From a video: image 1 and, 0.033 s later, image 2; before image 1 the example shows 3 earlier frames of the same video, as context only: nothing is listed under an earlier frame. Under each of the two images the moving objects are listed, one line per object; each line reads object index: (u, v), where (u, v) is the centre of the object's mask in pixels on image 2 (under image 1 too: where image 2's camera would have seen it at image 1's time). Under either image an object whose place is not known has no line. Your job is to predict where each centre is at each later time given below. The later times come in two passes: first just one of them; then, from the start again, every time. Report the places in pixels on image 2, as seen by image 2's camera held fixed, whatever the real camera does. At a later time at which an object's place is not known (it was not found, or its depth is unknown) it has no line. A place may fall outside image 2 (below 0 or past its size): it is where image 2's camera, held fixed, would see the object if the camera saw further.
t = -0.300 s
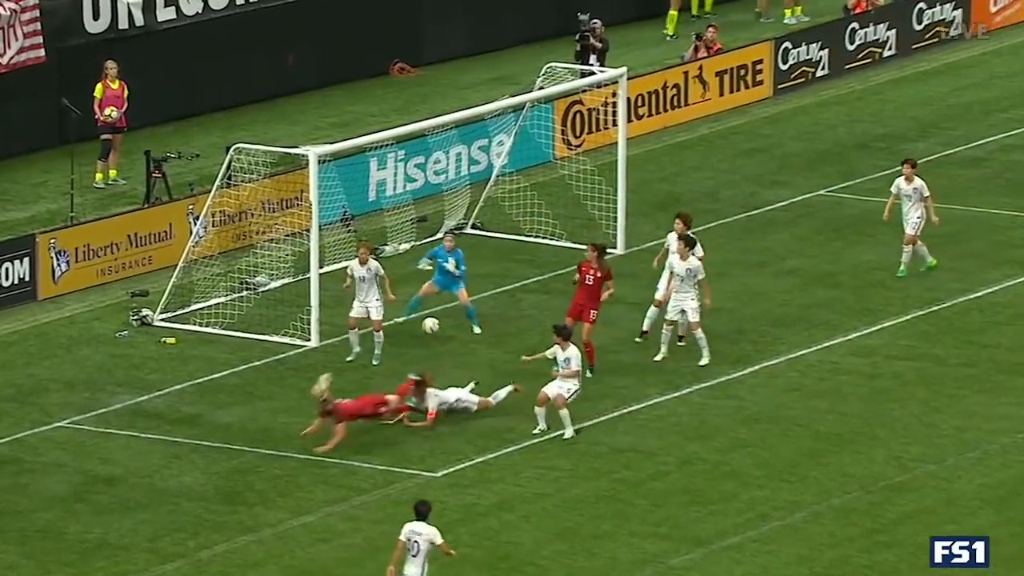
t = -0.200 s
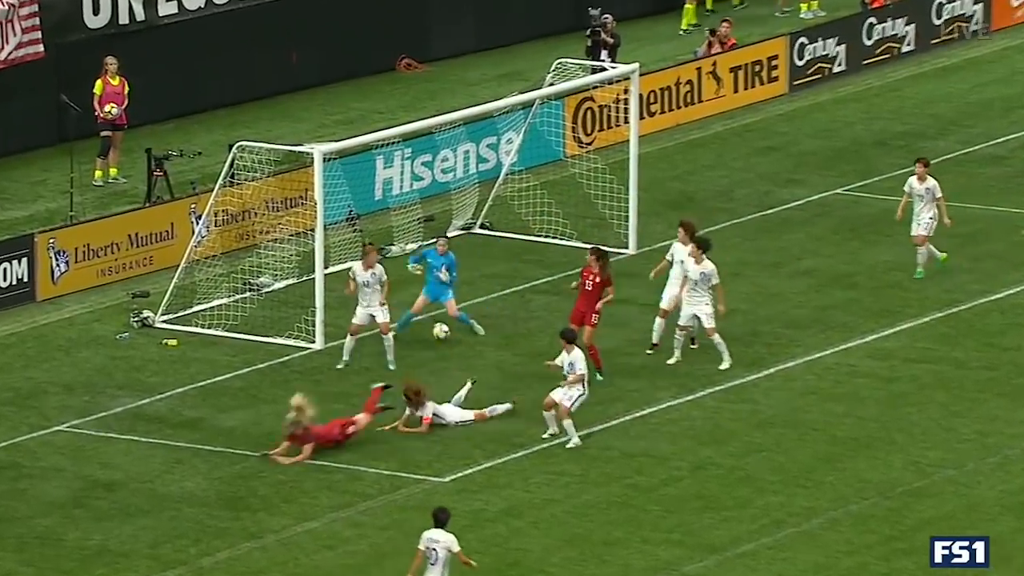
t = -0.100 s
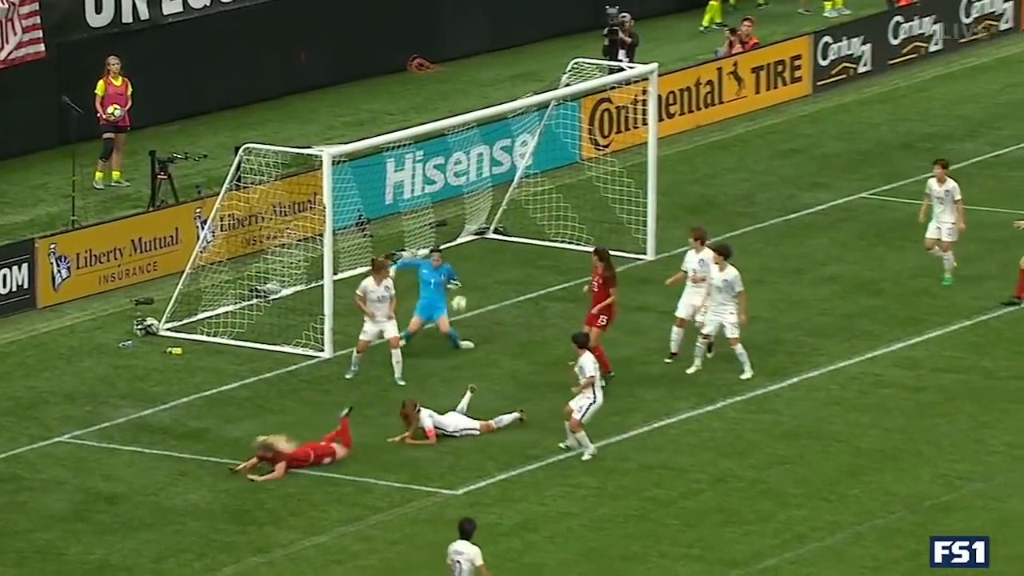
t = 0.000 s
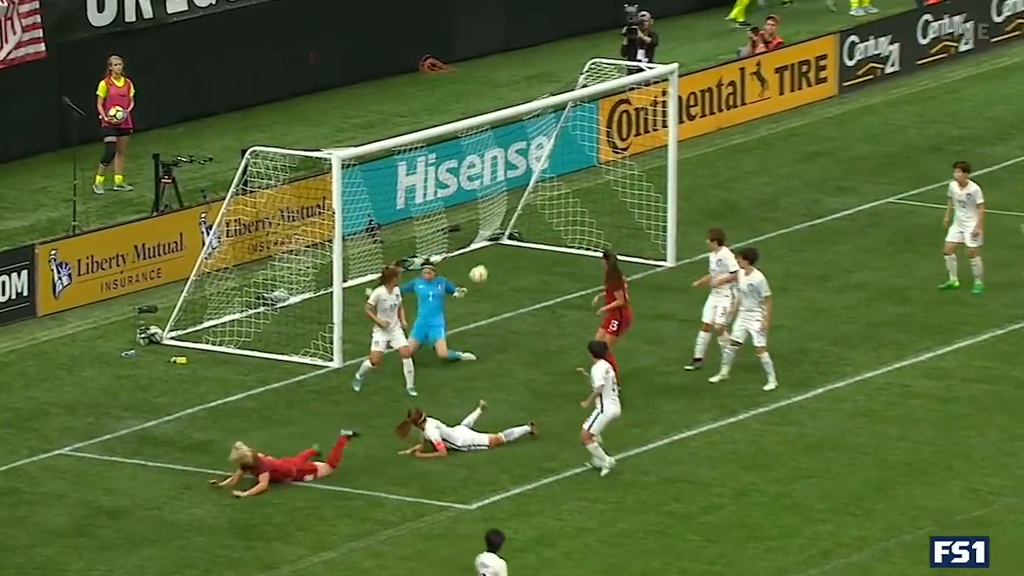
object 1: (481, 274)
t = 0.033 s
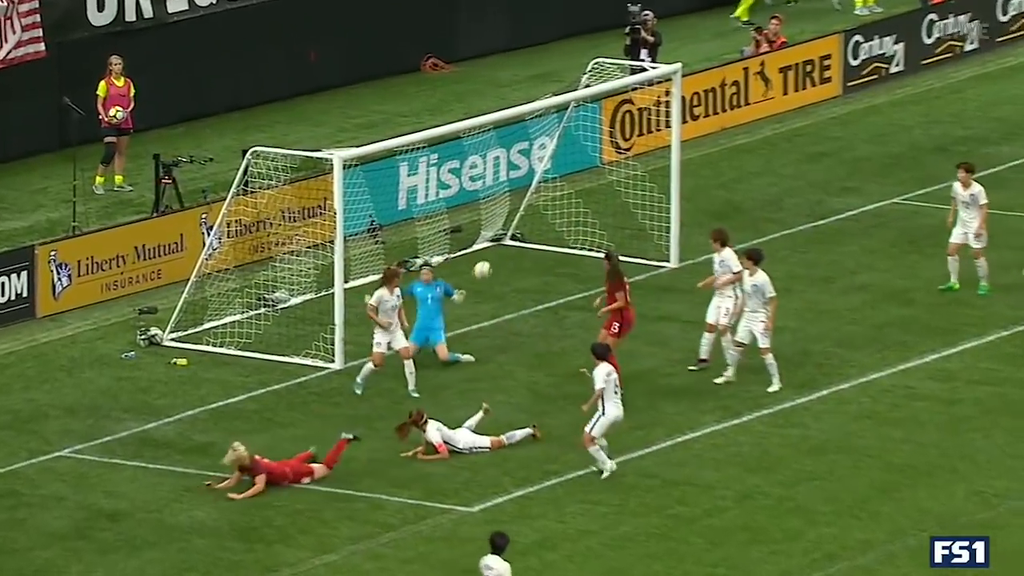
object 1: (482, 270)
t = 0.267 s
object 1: (499, 229)
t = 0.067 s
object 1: (484, 260)
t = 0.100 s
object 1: (487, 251)
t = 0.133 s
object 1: (488, 244)
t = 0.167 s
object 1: (492, 238)
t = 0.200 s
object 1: (494, 234)
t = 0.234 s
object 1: (497, 231)
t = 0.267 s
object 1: (499, 229)
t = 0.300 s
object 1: (502, 227)
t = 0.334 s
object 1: (505, 225)
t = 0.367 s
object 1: (507, 225)
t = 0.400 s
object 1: (511, 227)
